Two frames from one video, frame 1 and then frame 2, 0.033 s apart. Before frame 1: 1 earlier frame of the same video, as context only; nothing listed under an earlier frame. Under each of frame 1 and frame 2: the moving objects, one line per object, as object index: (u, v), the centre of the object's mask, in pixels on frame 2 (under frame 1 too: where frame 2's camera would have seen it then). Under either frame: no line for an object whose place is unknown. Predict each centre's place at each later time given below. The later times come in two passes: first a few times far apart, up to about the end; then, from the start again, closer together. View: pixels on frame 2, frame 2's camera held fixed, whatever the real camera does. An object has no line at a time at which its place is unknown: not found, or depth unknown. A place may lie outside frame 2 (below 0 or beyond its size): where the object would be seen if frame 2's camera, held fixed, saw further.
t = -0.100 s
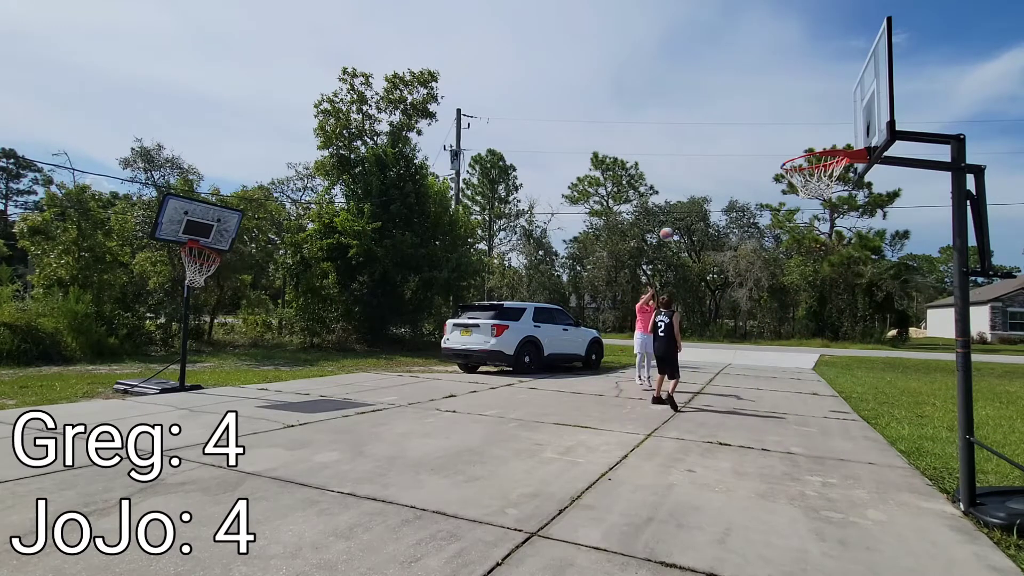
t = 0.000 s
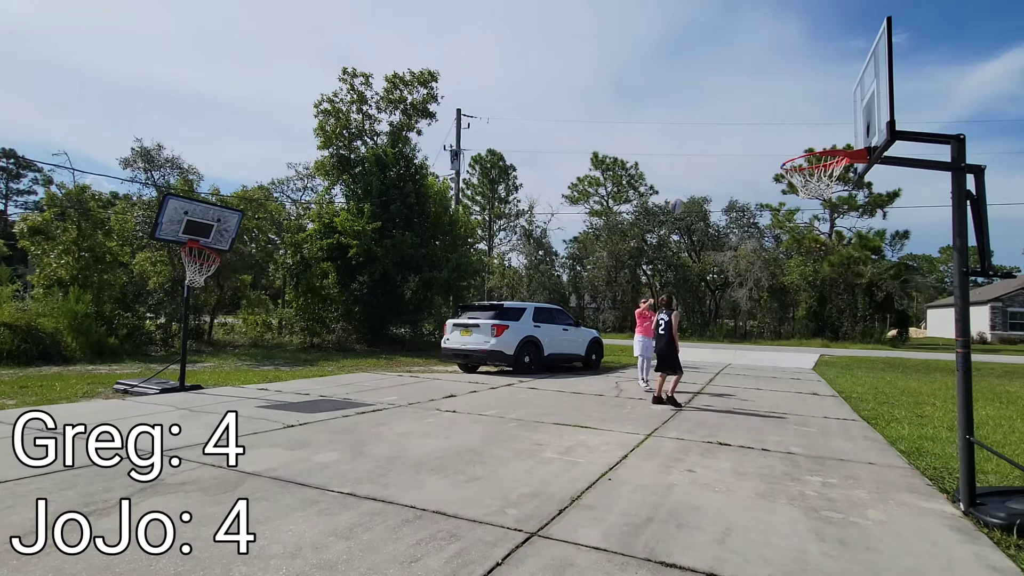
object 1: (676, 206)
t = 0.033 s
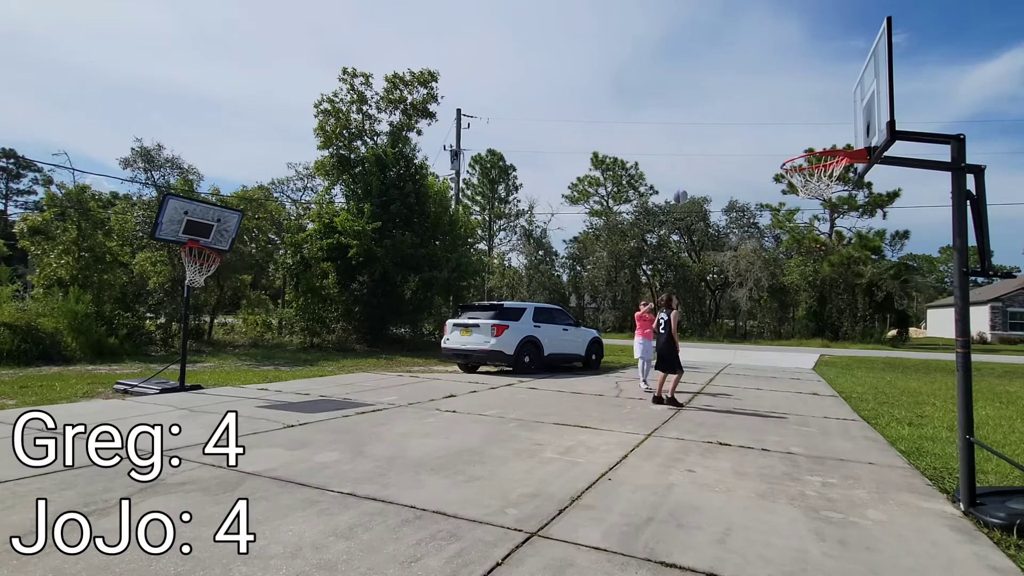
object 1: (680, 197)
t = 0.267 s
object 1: (708, 143)
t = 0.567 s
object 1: (761, 114)
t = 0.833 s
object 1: (808, 167)
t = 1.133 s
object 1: (825, 210)
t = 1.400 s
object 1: (859, 323)
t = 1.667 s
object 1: (897, 467)
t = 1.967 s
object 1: (954, 316)
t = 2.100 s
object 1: (979, 287)
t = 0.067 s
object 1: (684, 188)
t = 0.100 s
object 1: (687, 179)
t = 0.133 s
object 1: (691, 171)
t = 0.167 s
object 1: (695, 164)
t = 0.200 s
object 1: (699, 156)
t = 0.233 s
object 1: (704, 149)
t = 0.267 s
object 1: (708, 143)
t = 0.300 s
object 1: (713, 137)
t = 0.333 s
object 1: (718, 132)
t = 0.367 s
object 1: (723, 127)
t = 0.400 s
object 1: (729, 123)
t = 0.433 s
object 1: (734, 120)
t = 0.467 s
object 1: (741, 117)
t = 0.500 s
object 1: (747, 115)
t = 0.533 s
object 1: (754, 114)
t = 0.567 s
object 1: (761, 114)
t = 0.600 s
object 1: (769, 116)
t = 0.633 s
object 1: (777, 118)
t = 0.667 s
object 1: (786, 122)
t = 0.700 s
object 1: (796, 127)
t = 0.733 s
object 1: (806, 134)
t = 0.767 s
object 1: (817, 141)
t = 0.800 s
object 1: (825, 154)
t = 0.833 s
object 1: (808, 167)
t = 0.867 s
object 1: (794, 177)
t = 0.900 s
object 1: (794, 184)
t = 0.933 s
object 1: (798, 185)
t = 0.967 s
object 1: (803, 186)
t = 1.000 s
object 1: (807, 190)
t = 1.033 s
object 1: (813, 193)
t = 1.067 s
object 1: (817, 201)
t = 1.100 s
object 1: (821, 203)
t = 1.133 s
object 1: (825, 210)
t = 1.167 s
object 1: (829, 218)
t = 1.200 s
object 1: (833, 228)
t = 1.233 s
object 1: (837, 240)
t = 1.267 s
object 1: (841, 253)
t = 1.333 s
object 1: (850, 284)
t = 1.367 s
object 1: (855, 303)
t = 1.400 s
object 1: (859, 323)
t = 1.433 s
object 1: (864, 345)
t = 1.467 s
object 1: (868, 368)
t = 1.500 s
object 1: (872, 394)
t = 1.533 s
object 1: (877, 422)
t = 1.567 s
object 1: (881, 452)
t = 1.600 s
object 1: (886, 484)
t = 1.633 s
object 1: (891, 491)
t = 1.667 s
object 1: (897, 467)
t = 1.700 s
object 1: (903, 445)
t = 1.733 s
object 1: (909, 424)
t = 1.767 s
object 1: (915, 404)
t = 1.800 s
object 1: (921, 385)
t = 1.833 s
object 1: (927, 368)
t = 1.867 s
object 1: (934, 353)
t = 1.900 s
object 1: (941, 340)
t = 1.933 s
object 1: (947, 327)
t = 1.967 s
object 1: (954, 316)
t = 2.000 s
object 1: (960, 306)
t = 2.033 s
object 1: (966, 298)
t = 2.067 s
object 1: (973, 292)
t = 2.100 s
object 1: (979, 287)
